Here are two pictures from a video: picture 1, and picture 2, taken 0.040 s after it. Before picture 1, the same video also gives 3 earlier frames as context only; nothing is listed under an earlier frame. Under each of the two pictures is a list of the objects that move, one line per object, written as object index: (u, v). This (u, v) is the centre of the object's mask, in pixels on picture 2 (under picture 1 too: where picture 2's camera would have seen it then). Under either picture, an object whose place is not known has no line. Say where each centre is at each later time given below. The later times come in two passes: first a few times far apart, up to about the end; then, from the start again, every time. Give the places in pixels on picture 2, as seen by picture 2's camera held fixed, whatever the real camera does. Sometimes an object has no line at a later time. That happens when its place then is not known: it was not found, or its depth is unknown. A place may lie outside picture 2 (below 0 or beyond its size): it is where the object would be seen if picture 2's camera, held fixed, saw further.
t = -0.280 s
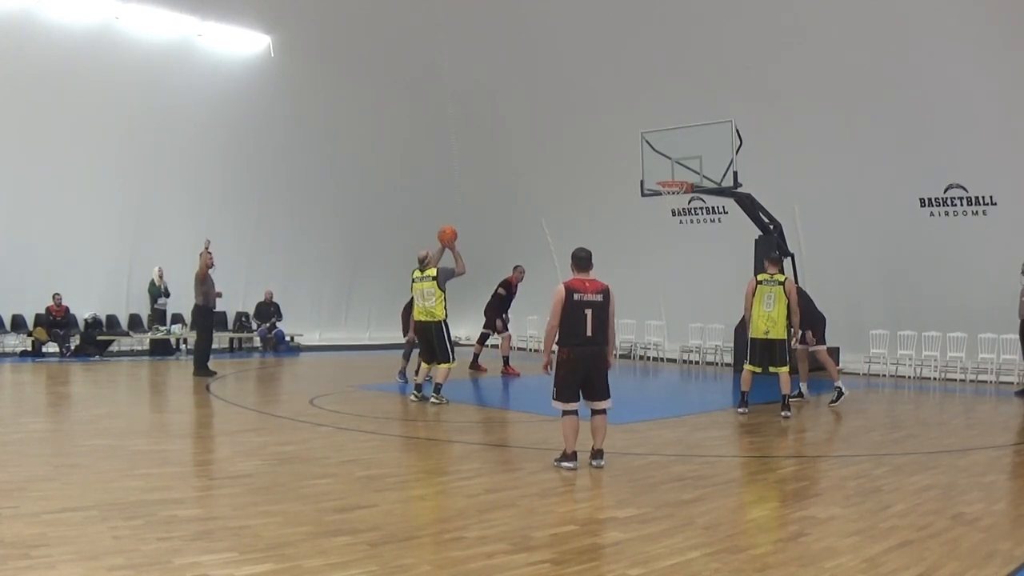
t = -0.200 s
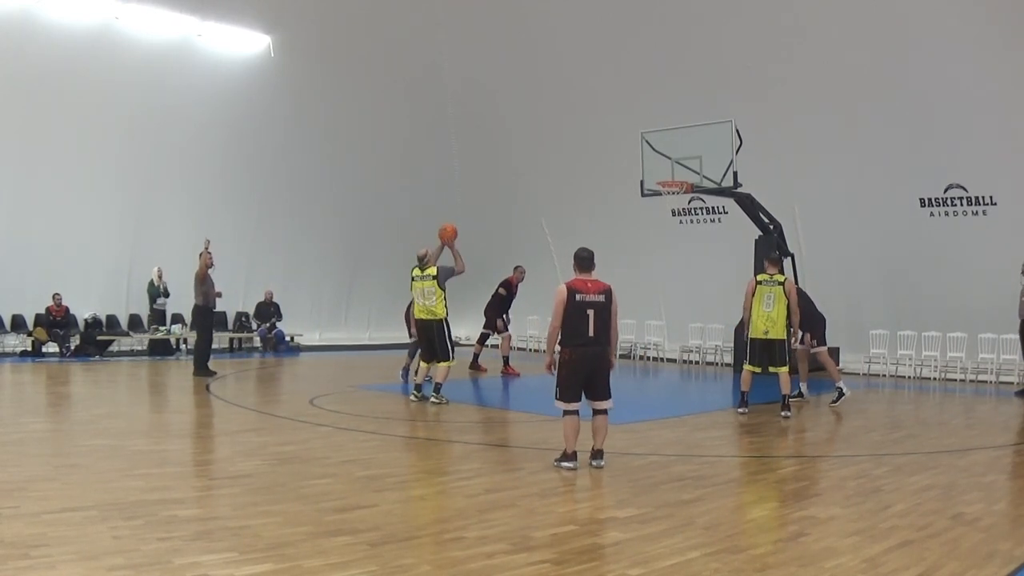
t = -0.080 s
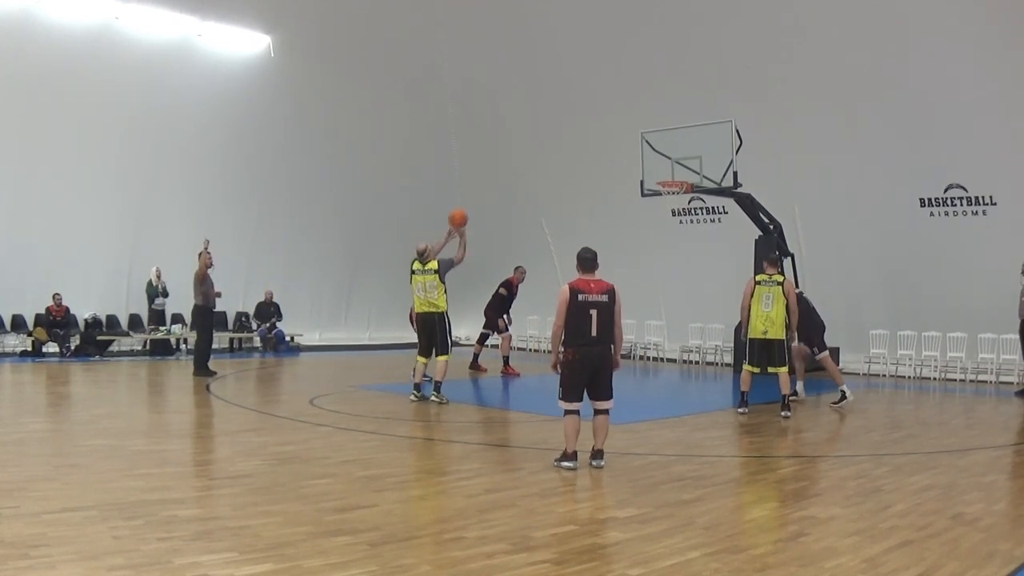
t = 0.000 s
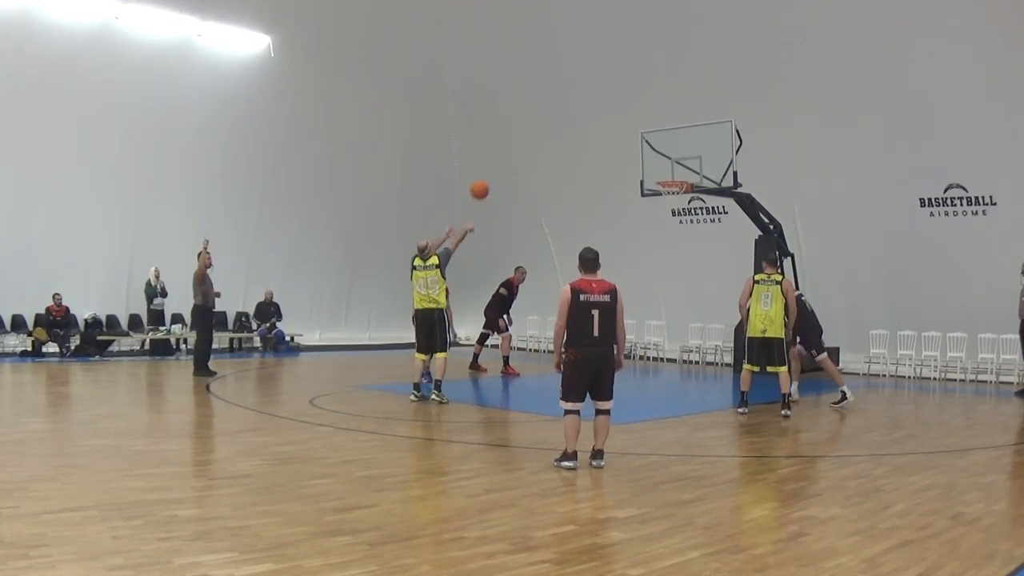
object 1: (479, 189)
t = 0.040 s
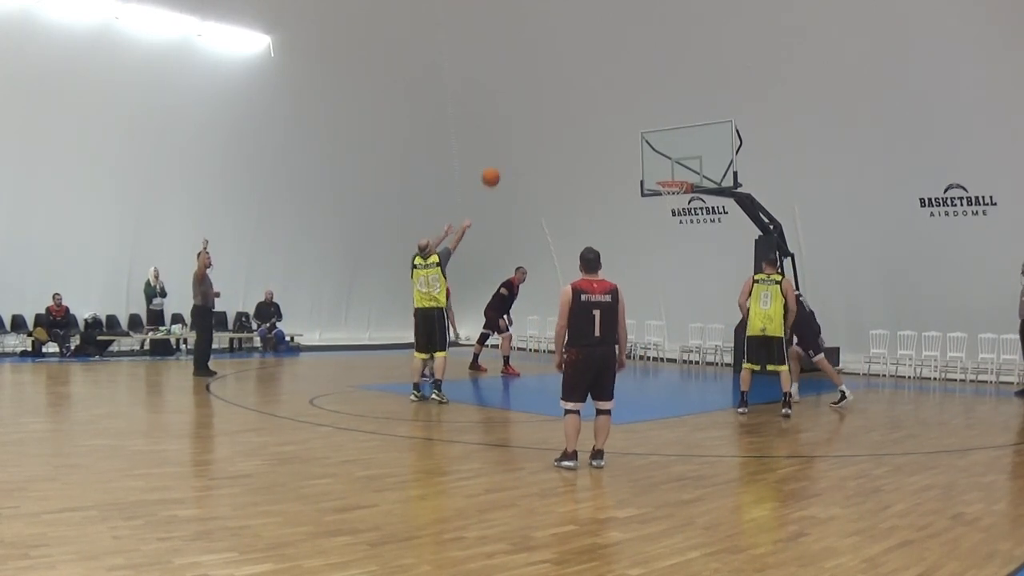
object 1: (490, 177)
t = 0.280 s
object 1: (550, 130)
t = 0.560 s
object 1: (611, 130)
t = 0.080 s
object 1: (501, 166)
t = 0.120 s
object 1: (511, 156)
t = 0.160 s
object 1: (521, 148)
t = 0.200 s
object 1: (531, 141)
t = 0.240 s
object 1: (541, 135)
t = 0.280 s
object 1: (550, 130)
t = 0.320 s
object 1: (560, 127)
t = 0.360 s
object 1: (569, 125)
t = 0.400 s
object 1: (577, 124)
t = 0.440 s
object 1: (586, 124)
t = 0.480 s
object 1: (595, 125)
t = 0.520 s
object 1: (603, 127)
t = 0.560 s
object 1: (611, 130)
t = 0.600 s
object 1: (619, 134)
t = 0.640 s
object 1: (627, 139)
